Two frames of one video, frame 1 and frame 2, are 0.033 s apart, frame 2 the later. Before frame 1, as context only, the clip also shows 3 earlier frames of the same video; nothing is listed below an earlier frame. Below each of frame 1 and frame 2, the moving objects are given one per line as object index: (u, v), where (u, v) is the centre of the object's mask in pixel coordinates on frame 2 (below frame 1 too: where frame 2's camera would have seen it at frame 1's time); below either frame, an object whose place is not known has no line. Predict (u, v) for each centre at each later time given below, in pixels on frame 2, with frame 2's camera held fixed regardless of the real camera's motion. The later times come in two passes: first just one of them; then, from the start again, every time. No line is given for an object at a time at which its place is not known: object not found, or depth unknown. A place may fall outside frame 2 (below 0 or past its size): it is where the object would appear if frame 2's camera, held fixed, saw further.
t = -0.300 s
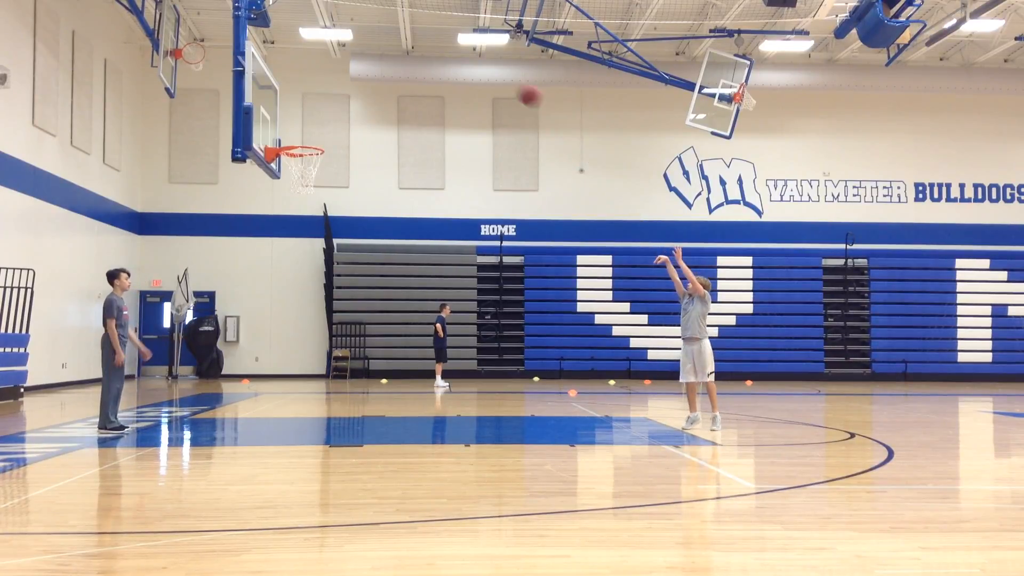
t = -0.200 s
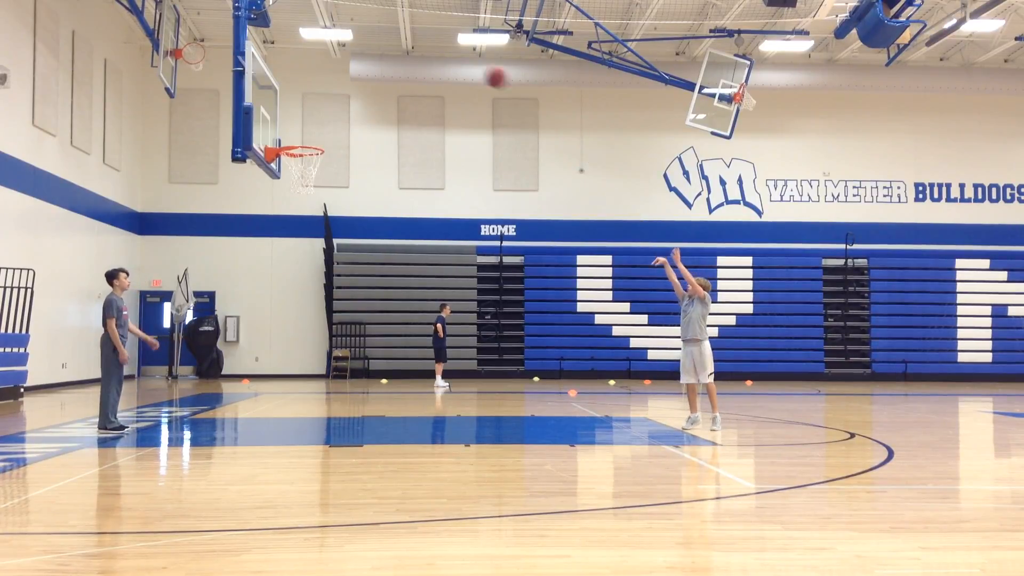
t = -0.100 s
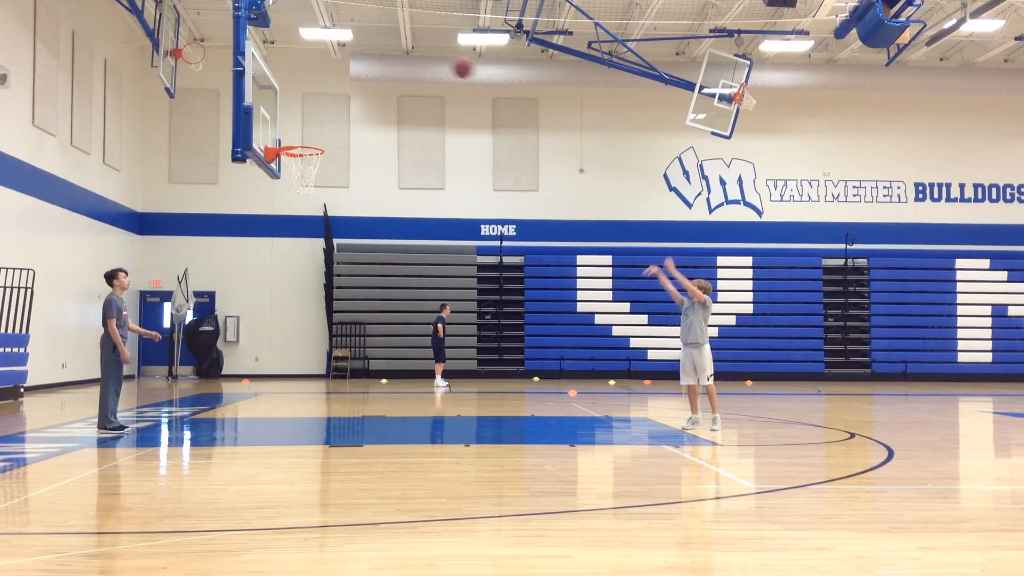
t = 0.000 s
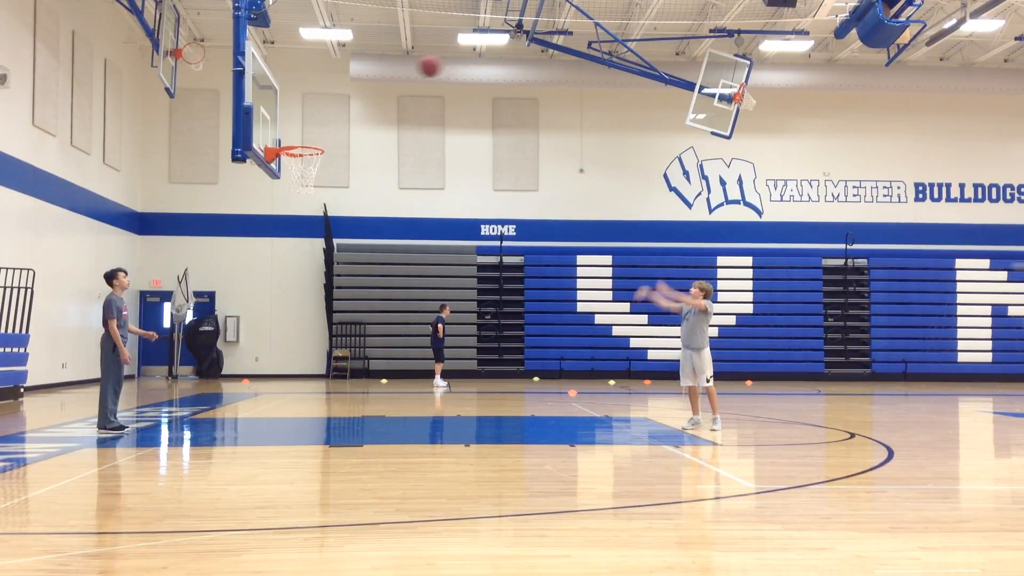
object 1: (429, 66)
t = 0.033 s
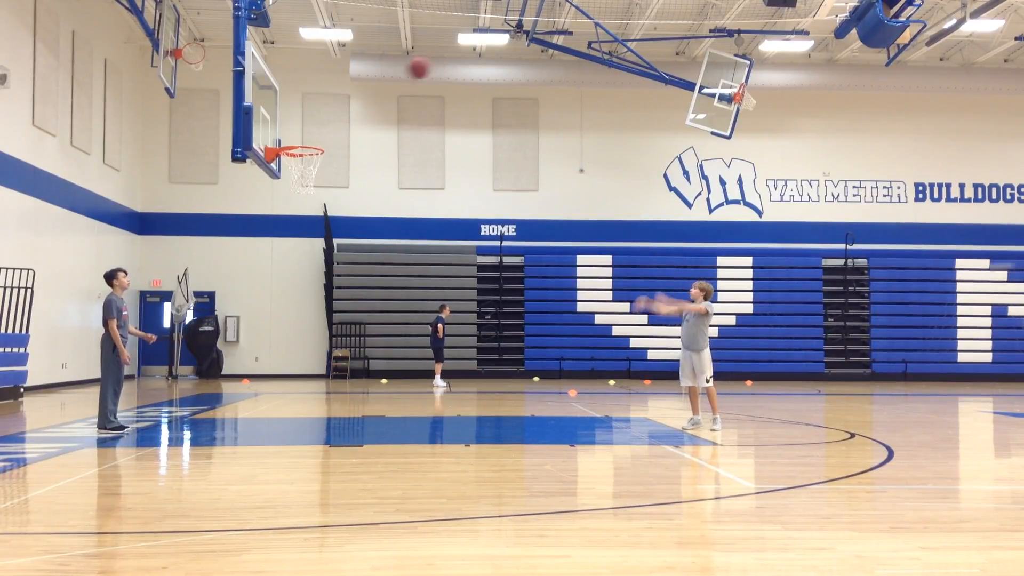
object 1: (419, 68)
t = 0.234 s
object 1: (351, 98)
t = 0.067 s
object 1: (408, 71)
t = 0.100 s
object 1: (396, 74)
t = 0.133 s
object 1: (385, 79)
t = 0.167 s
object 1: (373, 84)
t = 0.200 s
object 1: (363, 90)
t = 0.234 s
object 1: (351, 98)
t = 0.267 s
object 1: (340, 106)
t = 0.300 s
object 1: (328, 116)
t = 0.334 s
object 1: (317, 125)
